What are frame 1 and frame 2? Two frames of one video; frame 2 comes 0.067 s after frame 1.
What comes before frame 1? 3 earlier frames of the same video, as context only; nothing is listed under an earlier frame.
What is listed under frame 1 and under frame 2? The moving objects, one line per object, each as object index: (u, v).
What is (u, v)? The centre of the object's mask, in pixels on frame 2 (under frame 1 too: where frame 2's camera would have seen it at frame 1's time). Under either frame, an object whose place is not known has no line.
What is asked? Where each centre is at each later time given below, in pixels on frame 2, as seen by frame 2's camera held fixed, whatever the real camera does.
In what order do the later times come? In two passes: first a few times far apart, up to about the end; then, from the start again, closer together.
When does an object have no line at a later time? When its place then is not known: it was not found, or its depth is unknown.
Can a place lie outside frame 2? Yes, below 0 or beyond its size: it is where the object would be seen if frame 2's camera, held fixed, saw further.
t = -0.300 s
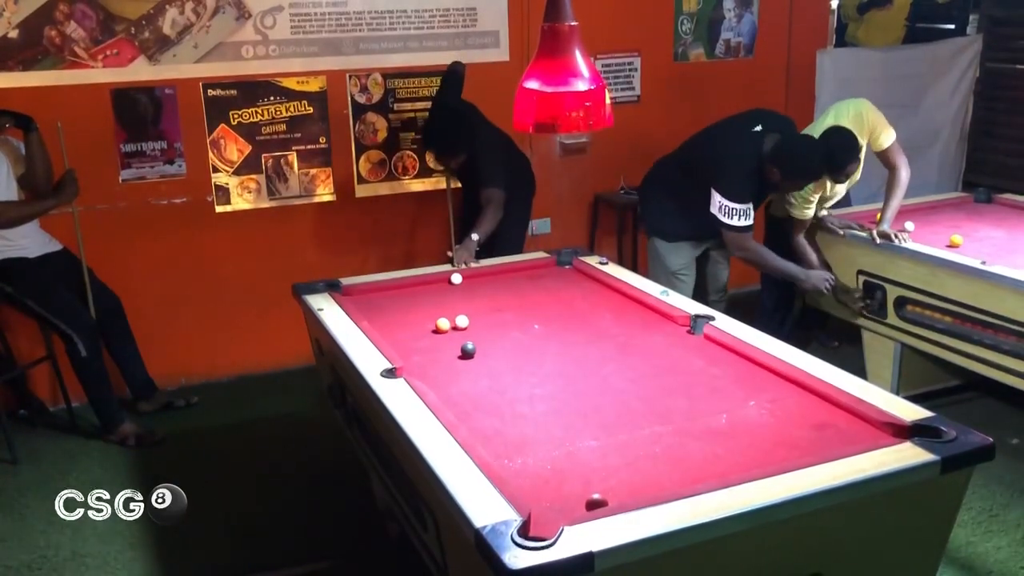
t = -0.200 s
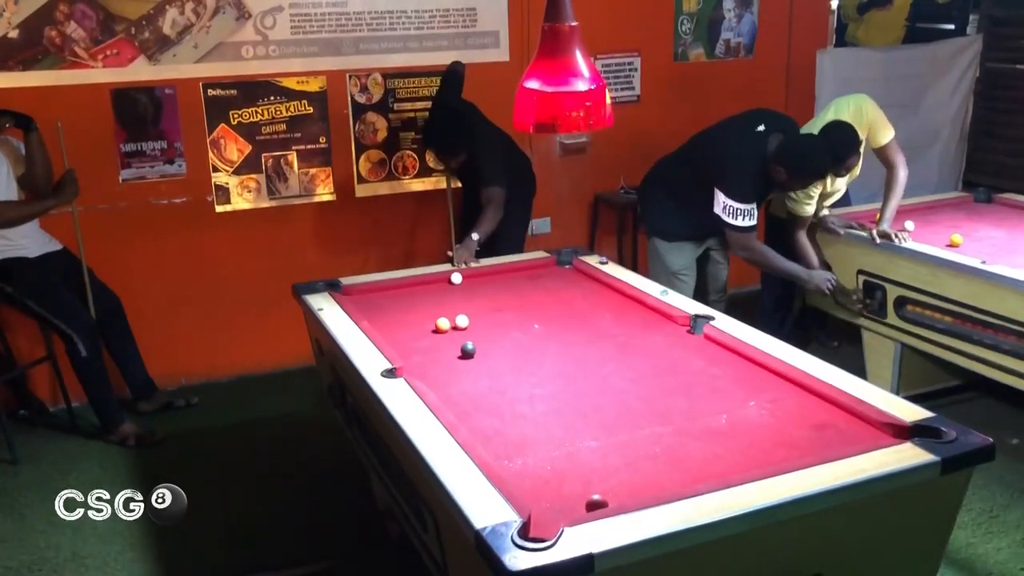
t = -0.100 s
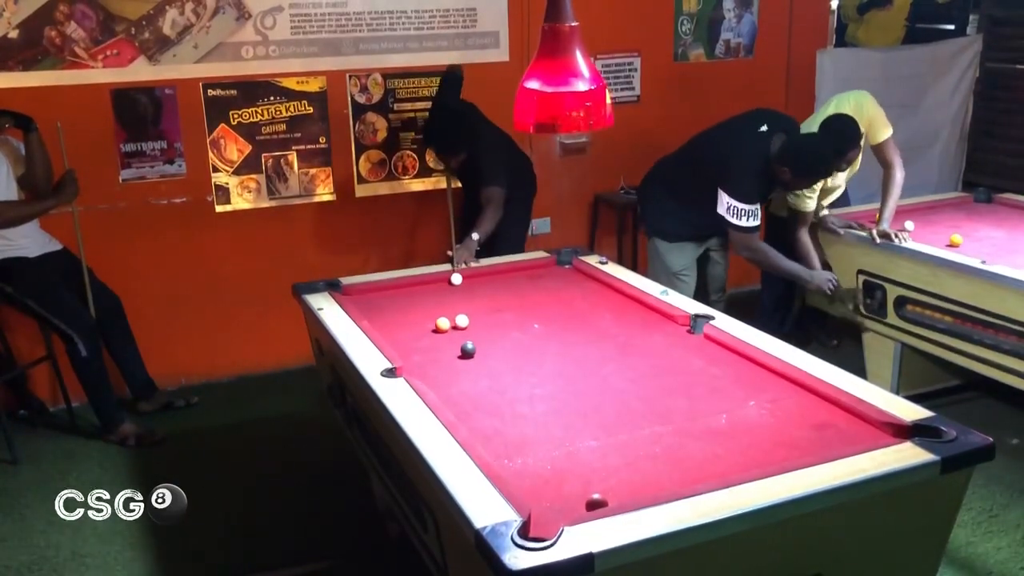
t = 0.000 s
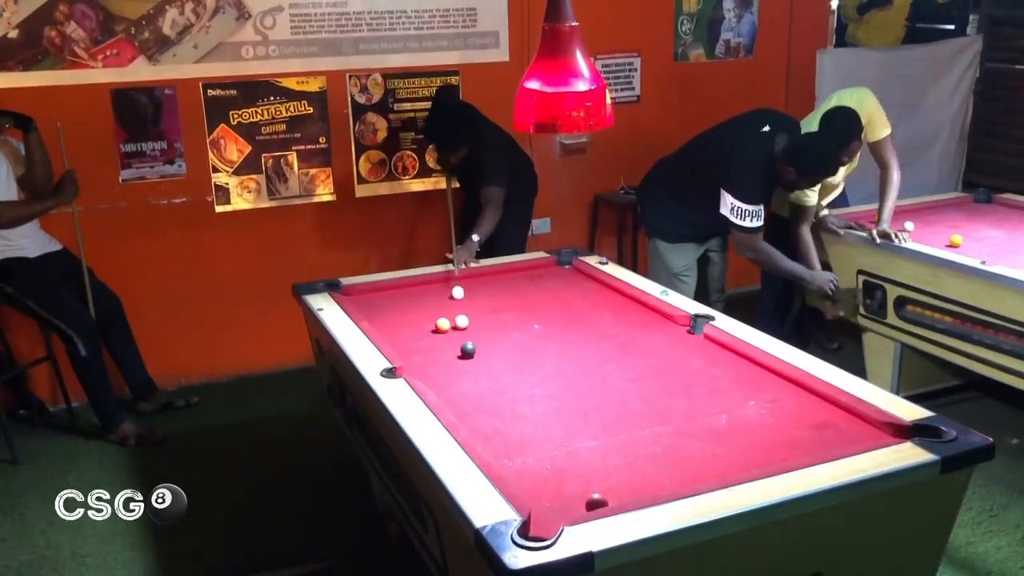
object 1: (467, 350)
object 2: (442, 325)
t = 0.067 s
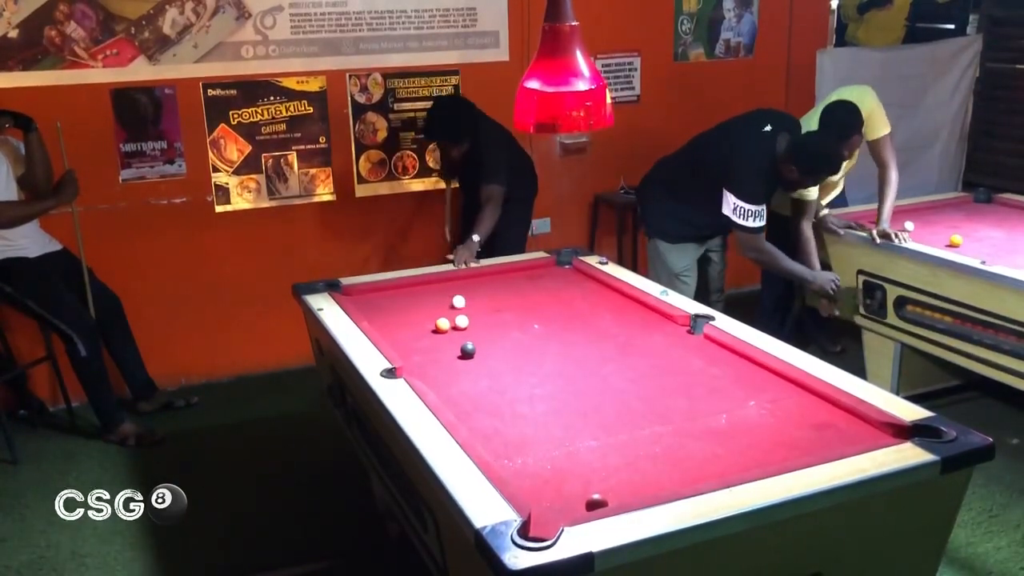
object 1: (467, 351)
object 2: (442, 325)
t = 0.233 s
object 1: (468, 349)
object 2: (442, 323)
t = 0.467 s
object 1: (469, 360)
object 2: (440, 324)
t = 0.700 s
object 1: (473, 377)
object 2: (434, 326)
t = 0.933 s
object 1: (475, 397)
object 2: (430, 327)
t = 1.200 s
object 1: (478, 420)
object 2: (426, 328)
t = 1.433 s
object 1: (485, 440)
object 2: (424, 328)
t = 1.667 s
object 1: (505, 455)
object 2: (423, 329)
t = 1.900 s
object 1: (527, 473)
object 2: (423, 329)
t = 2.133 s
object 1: (549, 488)
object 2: (424, 329)
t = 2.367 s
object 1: (570, 505)
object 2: (423, 329)
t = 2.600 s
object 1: (567, 509)
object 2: (424, 329)
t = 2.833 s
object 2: (424, 329)
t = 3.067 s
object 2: (424, 329)
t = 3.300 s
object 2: (424, 329)
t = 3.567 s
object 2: (424, 329)
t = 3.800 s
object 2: (424, 329)
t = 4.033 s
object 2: (423, 329)
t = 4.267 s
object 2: (424, 329)
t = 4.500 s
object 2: (424, 329)
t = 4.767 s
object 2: (424, 328)
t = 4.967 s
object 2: (424, 329)
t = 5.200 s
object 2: (424, 329)
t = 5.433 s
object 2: (424, 328)
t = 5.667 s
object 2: (424, 328)
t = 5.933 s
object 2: (424, 328)
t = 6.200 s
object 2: (424, 328)
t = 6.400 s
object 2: (424, 328)
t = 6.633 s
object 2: (424, 329)
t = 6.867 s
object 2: (424, 329)
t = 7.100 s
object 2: (424, 328)
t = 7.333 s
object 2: (424, 328)
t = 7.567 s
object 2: (424, 328)
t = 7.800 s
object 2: (424, 329)
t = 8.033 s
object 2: (424, 329)
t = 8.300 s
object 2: (424, 329)
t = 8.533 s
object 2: (424, 329)
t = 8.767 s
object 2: (424, 328)
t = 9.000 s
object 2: (424, 329)
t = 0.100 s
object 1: (468, 349)
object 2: (442, 323)
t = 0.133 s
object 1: (468, 349)
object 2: (442, 324)
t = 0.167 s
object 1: (468, 349)
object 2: (442, 323)
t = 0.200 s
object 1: (468, 349)
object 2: (442, 323)
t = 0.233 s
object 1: (468, 349)
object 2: (442, 323)
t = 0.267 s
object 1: (468, 349)
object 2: (442, 323)
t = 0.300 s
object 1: (468, 350)
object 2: (442, 324)
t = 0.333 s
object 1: (468, 349)
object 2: (443, 323)
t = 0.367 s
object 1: (468, 352)
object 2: (443, 323)
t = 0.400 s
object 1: (468, 355)
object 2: (442, 325)
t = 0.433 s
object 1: (469, 357)
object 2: (441, 324)
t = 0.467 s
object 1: (469, 360)
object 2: (440, 324)
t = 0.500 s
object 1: (470, 362)
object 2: (439, 324)
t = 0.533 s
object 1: (470, 365)
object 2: (438, 324)
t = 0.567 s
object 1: (471, 367)
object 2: (437, 325)
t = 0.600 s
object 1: (471, 370)
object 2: (437, 325)
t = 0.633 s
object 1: (471, 373)
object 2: (436, 325)
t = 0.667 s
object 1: (472, 375)
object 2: (435, 325)
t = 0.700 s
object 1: (473, 377)
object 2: (434, 326)
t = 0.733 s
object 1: (473, 380)
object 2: (433, 325)
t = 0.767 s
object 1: (473, 383)
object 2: (433, 326)
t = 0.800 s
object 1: (473, 386)
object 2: (432, 326)
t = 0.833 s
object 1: (474, 389)
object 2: (432, 326)
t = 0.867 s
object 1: (474, 391)
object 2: (431, 326)
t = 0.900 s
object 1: (475, 394)
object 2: (430, 326)
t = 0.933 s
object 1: (475, 397)
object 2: (430, 327)
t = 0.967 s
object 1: (475, 400)
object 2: (429, 327)
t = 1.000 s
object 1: (476, 403)
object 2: (429, 327)
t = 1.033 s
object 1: (476, 406)
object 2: (428, 327)
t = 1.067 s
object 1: (476, 409)
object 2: (428, 328)
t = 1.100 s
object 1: (477, 412)
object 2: (427, 327)
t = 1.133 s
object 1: (477, 414)
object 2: (427, 327)
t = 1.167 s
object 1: (477, 417)
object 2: (426, 328)
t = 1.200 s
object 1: (478, 420)
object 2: (426, 328)
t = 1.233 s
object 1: (478, 423)
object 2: (426, 328)
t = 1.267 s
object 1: (479, 426)
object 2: (425, 328)
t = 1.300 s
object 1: (480, 429)
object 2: (425, 328)
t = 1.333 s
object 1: (480, 432)
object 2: (425, 328)
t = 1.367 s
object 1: (481, 436)
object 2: (425, 328)
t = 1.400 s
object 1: (482, 438)
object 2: (424, 328)
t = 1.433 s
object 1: (485, 440)
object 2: (424, 328)
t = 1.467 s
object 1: (487, 443)
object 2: (424, 329)
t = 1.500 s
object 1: (490, 445)
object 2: (424, 328)
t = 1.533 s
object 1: (493, 446)
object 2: (424, 328)
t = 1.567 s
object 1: (496, 449)
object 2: (424, 329)
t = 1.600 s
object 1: (499, 452)
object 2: (423, 329)
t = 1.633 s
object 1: (502, 454)
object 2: (424, 329)
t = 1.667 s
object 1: (505, 455)
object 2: (423, 329)
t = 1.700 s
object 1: (508, 458)
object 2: (424, 329)
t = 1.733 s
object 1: (511, 461)
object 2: (424, 329)
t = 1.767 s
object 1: (514, 463)
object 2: (424, 328)
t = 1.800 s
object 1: (517, 465)
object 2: (424, 329)
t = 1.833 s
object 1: (521, 467)
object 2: (424, 329)
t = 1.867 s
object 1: (524, 471)
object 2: (423, 329)
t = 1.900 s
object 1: (527, 473)
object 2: (423, 329)
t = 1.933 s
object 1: (530, 475)
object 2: (424, 329)
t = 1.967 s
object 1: (533, 477)
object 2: (423, 330)
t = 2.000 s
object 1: (536, 480)
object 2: (423, 330)
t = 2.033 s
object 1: (539, 481)
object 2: (424, 329)
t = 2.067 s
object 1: (543, 483)
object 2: (424, 329)
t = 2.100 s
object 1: (546, 486)
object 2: (424, 329)
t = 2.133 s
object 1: (549, 488)
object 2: (424, 329)
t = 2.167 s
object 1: (552, 490)
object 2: (424, 328)
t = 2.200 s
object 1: (555, 493)
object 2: (424, 329)
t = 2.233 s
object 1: (558, 495)
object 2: (424, 328)
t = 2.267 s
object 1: (561, 497)
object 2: (424, 328)
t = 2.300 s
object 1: (564, 501)
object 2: (424, 329)
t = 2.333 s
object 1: (567, 502)
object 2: (424, 328)
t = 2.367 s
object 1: (570, 505)
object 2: (423, 329)
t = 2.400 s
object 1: (573, 507)
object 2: (424, 328)
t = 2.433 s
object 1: (574, 509)
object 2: (423, 328)
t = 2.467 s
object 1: (575, 510)
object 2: (424, 329)
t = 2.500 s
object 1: (573, 510)
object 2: (423, 330)
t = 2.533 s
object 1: (571, 509)
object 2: (424, 328)
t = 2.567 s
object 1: (569, 510)
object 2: (424, 329)
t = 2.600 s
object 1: (567, 509)
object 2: (424, 329)
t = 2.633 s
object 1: (565, 510)
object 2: (424, 329)
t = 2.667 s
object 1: (563, 509)
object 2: (424, 328)
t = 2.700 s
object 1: (561, 509)
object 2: (424, 329)
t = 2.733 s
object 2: (424, 328)
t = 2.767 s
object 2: (424, 329)
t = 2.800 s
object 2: (424, 329)
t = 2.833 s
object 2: (424, 329)
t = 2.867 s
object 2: (424, 329)
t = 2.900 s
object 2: (424, 329)
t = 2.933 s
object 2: (424, 329)
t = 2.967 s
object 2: (424, 329)
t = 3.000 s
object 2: (424, 329)
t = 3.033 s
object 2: (424, 329)
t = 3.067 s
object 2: (424, 329)
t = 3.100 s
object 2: (424, 329)
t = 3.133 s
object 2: (424, 329)
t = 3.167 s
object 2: (424, 329)
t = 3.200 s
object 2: (424, 329)
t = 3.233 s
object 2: (424, 329)
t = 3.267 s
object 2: (424, 329)
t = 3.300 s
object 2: (424, 329)
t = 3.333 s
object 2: (424, 329)
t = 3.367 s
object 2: (424, 329)
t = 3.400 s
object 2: (424, 329)
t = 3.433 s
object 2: (424, 329)
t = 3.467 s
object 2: (424, 329)
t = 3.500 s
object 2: (424, 329)
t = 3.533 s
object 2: (423, 329)
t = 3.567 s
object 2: (424, 329)
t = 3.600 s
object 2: (424, 329)
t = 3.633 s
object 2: (424, 329)
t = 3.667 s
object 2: (424, 329)
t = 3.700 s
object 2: (424, 329)
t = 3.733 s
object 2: (424, 329)
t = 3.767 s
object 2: (424, 329)
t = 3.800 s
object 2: (424, 329)
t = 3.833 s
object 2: (424, 329)
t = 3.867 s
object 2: (424, 329)
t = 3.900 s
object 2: (424, 329)
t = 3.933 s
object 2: (424, 329)
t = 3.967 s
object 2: (424, 329)
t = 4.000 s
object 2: (424, 328)
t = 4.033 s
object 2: (423, 329)
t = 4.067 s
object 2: (424, 329)
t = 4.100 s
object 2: (424, 329)
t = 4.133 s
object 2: (424, 329)
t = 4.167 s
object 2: (424, 329)
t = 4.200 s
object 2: (424, 329)
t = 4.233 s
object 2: (424, 329)
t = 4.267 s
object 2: (424, 329)
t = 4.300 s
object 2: (424, 329)
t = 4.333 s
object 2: (424, 329)
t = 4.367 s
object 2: (424, 329)
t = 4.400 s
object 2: (424, 329)
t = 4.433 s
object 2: (424, 329)
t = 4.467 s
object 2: (424, 329)
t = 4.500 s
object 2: (424, 329)
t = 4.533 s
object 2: (424, 329)
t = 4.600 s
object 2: (424, 328)
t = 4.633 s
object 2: (424, 328)
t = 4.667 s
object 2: (424, 328)
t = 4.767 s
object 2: (424, 328)
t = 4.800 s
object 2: (424, 329)
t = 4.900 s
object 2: (424, 328)
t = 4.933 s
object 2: (424, 328)
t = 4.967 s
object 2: (424, 329)
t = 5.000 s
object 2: (424, 329)
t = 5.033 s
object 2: (424, 329)
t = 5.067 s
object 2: (424, 329)
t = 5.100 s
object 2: (424, 328)
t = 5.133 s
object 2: (424, 329)
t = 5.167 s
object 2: (424, 328)
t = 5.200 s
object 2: (424, 329)
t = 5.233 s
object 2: (424, 328)
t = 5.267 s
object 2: (424, 329)
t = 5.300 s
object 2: (423, 329)
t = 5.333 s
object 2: (424, 328)
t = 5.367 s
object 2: (423, 329)
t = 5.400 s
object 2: (424, 328)
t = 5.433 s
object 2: (424, 328)
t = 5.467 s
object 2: (424, 328)
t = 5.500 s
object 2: (424, 328)
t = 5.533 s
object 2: (424, 329)
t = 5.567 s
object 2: (424, 328)
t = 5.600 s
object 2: (424, 329)
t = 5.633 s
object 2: (424, 328)
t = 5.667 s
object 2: (424, 328)
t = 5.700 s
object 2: (424, 328)
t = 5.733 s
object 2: (424, 328)
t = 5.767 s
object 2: (424, 328)
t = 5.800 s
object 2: (424, 329)
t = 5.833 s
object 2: (424, 328)
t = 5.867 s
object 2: (424, 329)
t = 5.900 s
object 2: (424, 329)
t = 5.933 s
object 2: (424, 328)
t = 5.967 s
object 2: (424, 329)
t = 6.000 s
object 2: (424, 328)
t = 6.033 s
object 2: (424, 328)
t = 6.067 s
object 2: (424, 328)
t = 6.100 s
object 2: (424, 329)
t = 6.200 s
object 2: (424, 328)
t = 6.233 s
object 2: (424, 328)
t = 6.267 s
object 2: (424, 329)
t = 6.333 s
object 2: (424, 328)
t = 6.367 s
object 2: (424, 329)
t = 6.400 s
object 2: (424, 328)
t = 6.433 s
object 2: (424, 328)
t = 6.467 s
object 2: (424, 328)
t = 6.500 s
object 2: (424, 328)
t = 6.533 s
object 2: (424, 328)
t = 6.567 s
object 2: (424, 329)
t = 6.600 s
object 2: (424, 328)
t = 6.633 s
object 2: (424, 329)
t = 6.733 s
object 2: (424, 328)
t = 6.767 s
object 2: (424, 329)
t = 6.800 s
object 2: (424, 329)
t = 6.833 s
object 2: (424, 328)
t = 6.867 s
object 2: (424, 329)
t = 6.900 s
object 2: (424, 328)
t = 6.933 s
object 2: (424, 329)
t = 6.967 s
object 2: (424, 329)
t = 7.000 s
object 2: (424, 328)
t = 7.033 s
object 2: (424, 329)
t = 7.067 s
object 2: (424, 329)
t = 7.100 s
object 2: (424, 328)
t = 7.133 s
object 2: (424, 329)
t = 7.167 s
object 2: (424, 328)
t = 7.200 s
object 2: (424, 328)
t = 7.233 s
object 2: (424, 329)
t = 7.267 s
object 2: (424, 328)
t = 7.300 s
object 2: (424, 329)
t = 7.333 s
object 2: (424, 328)
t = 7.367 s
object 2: (424, 329)
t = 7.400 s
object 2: (424, 328)
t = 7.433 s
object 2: (424, 329)
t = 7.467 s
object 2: (424, 328)
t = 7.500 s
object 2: (424, 328)
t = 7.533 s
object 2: (424, 329)
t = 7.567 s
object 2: (424, 328)
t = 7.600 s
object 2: (424, 329)
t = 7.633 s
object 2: (424, 329)
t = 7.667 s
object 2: (424, 329)
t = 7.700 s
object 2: (424, 329)
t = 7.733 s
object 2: (424, 328)
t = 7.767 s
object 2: (424, 329)
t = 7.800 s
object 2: (424, 329)
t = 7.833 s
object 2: (424, 329)
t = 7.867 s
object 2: (424, 329)
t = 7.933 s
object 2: (424, 329)
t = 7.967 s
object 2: (424, 328)
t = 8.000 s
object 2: (424, 329)
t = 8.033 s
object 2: (424, 329)
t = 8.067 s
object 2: (424, 329)
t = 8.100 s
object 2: (424, 329)
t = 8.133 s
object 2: (424, 329)
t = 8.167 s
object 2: (424, 328)
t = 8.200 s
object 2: (424, 329)
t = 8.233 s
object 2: (424, 329)
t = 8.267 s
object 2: (424, 328)
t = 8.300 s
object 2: (424, 329)
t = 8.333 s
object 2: (424, 328)
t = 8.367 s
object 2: (424, 329)
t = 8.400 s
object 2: (424, 329)
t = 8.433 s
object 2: (424, 328)
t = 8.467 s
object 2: (424, 328)
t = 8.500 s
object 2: (424, 329)
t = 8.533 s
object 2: (424, 329)
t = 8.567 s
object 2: (424, 329)
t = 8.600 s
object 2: (424, 329)
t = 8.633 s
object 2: (424, 329)
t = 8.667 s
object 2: (424, 329)
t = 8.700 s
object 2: (424, 328)
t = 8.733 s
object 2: (424, 329)
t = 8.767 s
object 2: (424, 328)
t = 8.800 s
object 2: (424, 328)
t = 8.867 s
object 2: (424, 328)
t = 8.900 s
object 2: (424, 328)
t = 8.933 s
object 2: (424, 328)
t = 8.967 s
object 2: (424, 328)
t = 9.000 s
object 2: (424, 329)
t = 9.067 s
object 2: (424, 329)
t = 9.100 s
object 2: (424, 329)
